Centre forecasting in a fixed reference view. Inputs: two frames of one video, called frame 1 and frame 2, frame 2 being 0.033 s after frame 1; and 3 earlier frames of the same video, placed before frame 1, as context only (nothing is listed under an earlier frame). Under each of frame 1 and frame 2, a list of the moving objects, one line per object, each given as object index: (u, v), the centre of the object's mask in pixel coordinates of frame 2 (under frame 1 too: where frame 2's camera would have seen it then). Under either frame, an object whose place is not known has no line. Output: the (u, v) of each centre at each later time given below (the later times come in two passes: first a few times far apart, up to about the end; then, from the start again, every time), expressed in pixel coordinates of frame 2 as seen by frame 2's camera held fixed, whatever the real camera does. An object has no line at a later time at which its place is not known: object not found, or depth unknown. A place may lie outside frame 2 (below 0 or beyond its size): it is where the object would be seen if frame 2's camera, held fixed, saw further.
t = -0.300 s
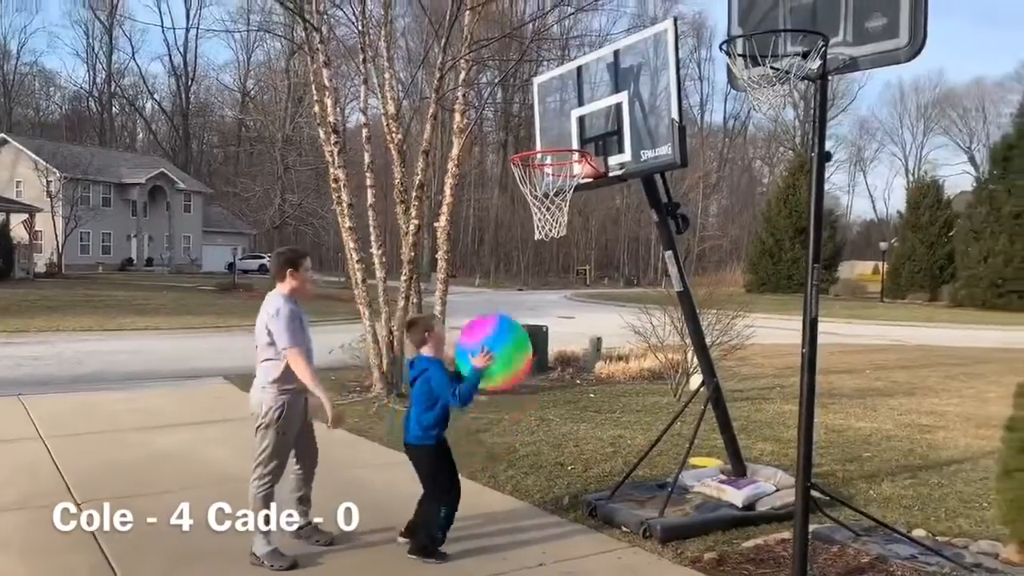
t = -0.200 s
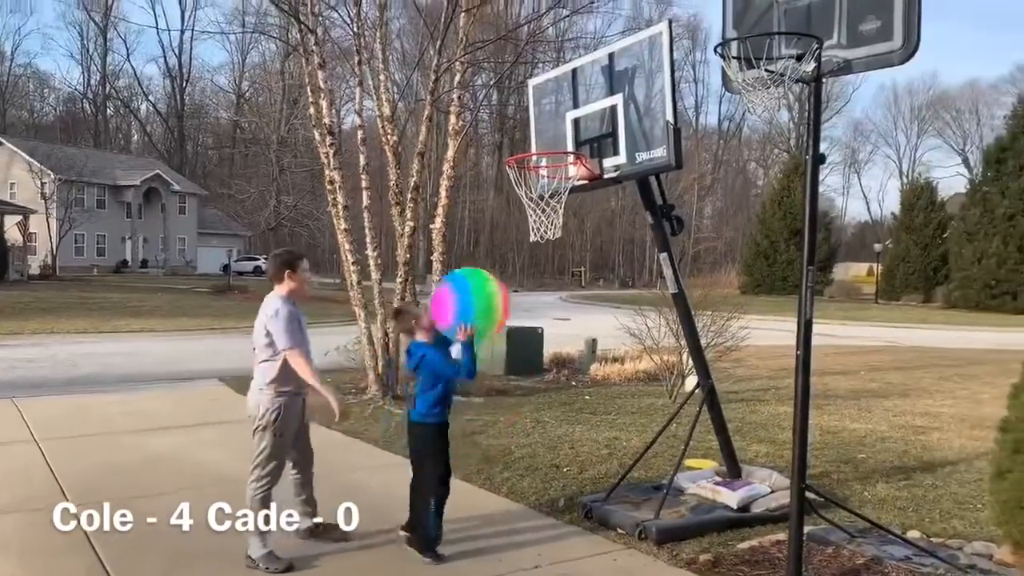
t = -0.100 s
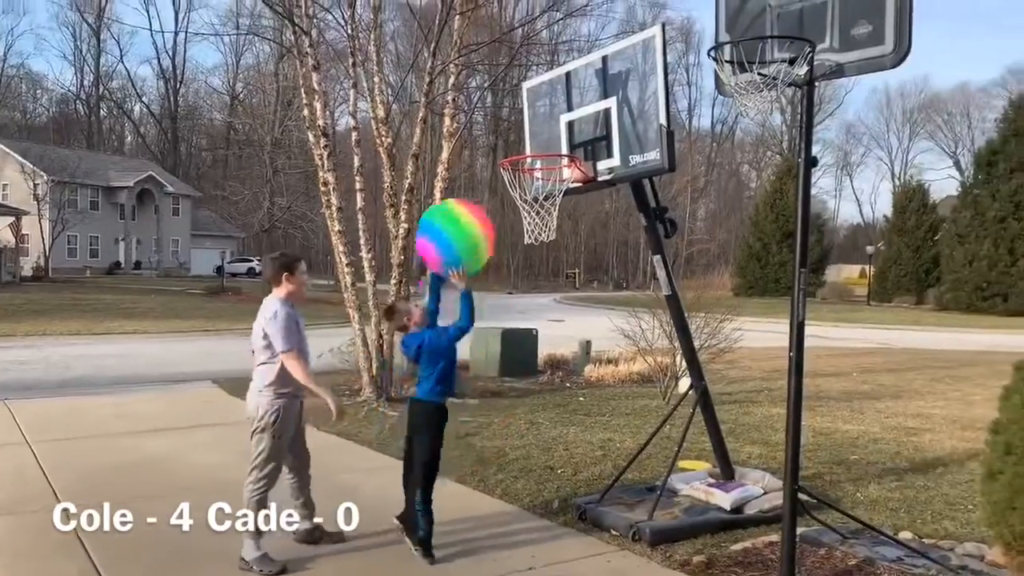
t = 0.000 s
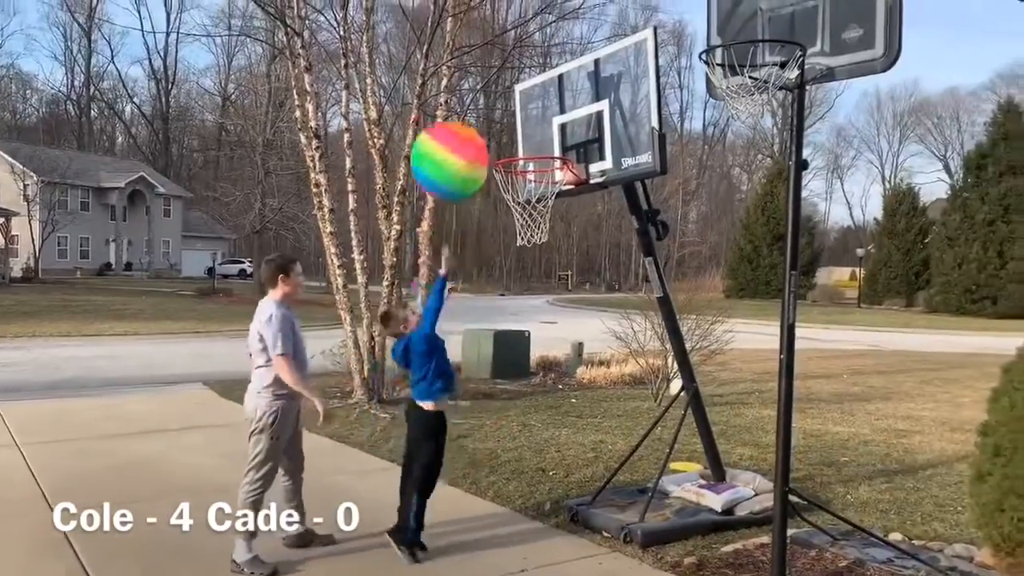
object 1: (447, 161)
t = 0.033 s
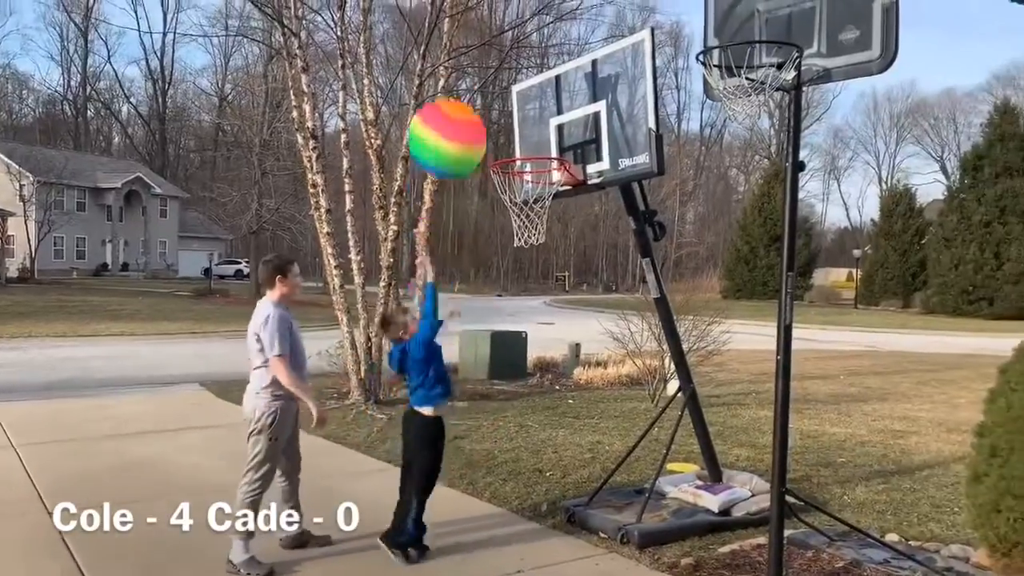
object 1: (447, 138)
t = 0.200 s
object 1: (444, 56)
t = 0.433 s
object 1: (440, 30)
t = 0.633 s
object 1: (439, 58)
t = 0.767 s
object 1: (442, 106)
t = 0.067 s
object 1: (447, 117)
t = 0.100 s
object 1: (447, 100)
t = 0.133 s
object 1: (446, 84)
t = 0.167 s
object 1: (445, 69)
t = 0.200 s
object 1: (444, 56)
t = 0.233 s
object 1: (443, 46)
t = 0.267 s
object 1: (442, 38)
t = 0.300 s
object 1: (441, 33)
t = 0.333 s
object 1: (441, 30)
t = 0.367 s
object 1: (440, 29)
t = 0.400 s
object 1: (440, 29)
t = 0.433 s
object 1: (440, 30)
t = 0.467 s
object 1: (440, 30)
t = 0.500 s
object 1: (439, 32)
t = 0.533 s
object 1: (438, 35)
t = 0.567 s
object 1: (437, 39)
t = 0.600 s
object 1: (438, 49)
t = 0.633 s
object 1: (439, 58)
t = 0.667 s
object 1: (440, 68)
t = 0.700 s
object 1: (441, 79)
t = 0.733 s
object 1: (441, 93)
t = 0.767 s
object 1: (442, 106)
